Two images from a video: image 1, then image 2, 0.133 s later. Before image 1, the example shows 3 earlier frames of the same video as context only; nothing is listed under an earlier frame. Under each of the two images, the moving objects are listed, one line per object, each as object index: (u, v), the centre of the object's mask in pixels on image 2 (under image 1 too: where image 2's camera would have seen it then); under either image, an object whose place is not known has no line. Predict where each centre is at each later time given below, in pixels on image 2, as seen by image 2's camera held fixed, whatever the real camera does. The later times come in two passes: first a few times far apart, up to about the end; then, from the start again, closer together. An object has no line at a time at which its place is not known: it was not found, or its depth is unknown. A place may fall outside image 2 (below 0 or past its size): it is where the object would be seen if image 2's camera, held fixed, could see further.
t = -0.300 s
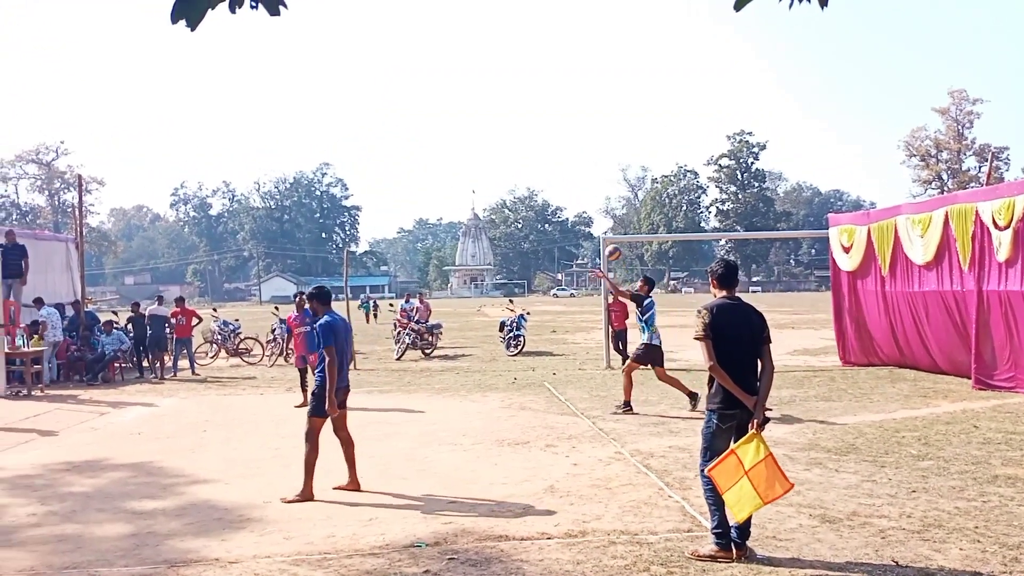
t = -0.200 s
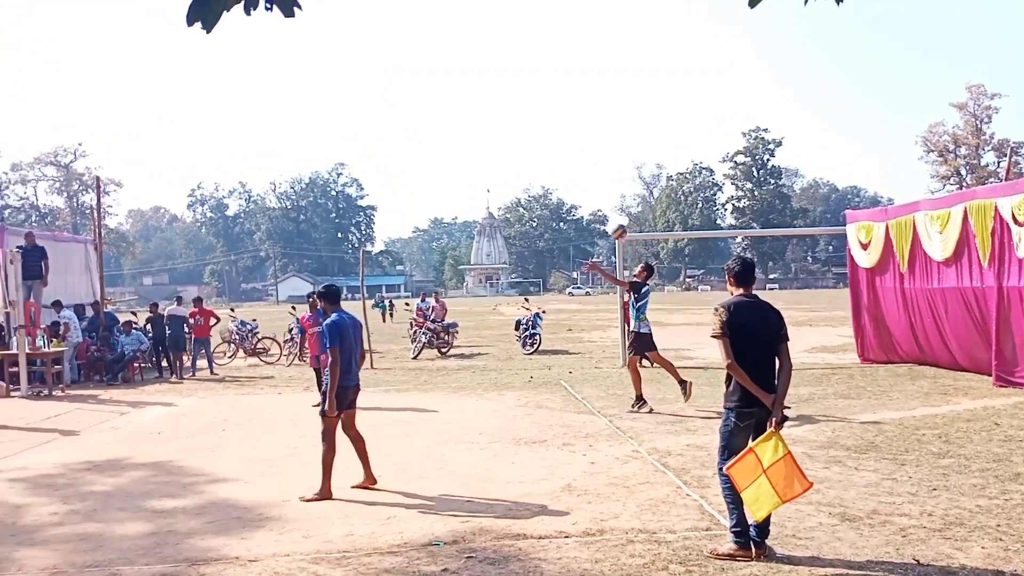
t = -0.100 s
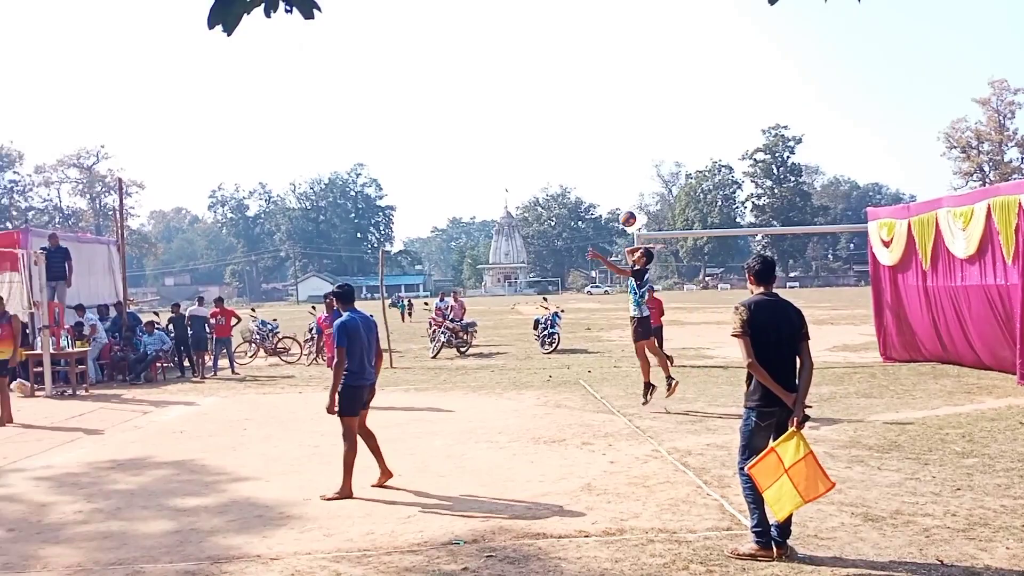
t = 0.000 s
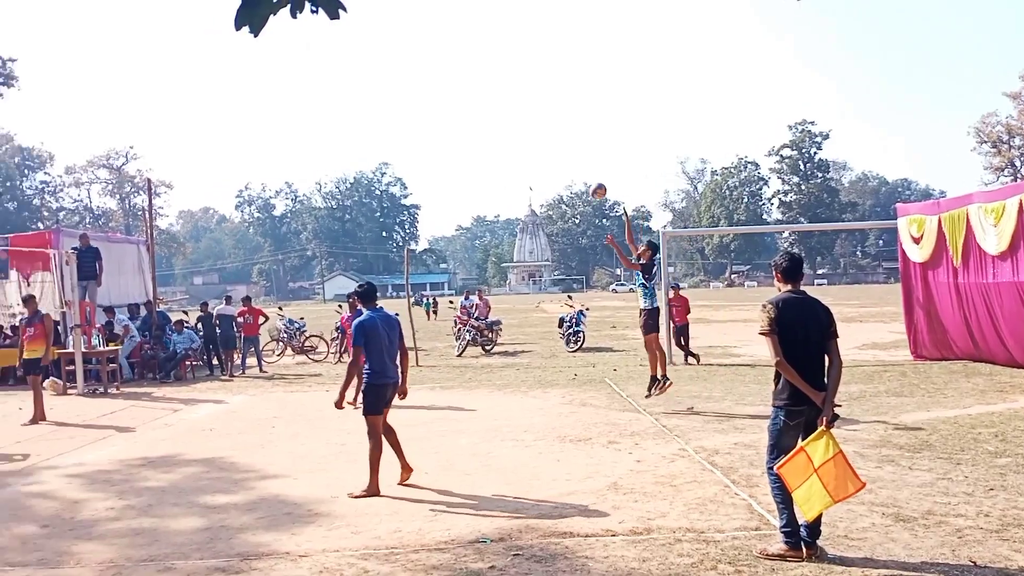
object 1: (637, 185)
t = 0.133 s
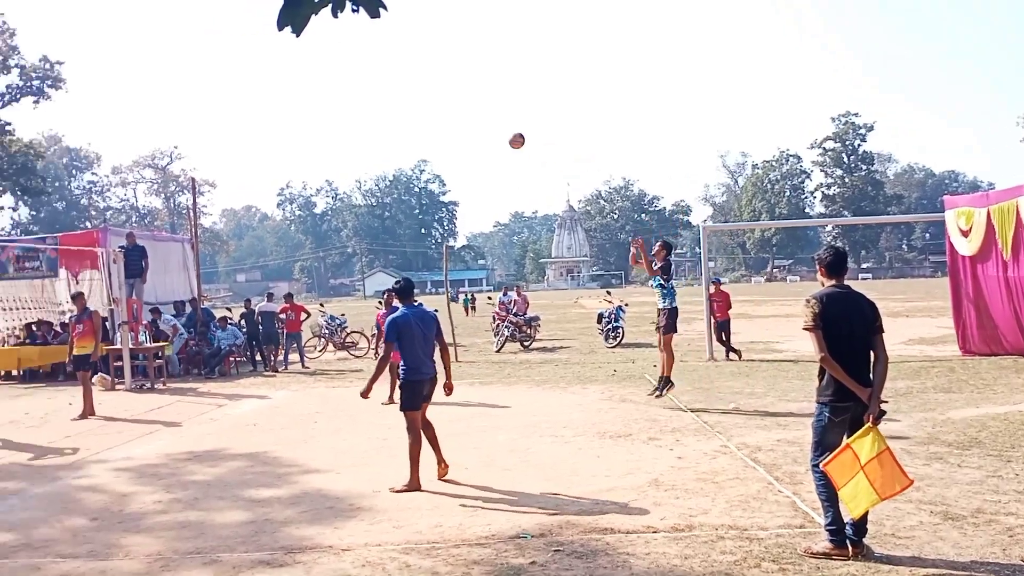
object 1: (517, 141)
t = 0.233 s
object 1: (426, 115)
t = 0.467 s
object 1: (223, 92)
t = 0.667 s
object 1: (64, 109)
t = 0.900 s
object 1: (-109, 160)
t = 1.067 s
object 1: (-229, 217)
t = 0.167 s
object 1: (487, 132)
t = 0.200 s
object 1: (456, 123)
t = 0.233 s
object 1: (426, 115)
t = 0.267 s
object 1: (395, 109)
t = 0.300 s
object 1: (364, 104)
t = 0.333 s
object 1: (336, 99)
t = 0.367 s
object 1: (307, 96)
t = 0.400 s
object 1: (279, 93)
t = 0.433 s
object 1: (251, 92)
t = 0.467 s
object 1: (223, 92)
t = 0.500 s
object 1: (196, 92)
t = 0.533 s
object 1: (169, 94)
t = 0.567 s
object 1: (143, 96)
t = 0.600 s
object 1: (116, 100)
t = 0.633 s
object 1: (90, 104)
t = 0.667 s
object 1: (64, 109)
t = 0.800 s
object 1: (-35, 134)
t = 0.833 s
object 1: (-62, 142)
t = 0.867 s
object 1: (-84, 150)
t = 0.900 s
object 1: (-109, 160)
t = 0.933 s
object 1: (-133, 170)
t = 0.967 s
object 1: (-156, 181)
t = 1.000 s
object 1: (-181, 192)
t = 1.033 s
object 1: (-205, 205)
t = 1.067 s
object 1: (-229, 217)
